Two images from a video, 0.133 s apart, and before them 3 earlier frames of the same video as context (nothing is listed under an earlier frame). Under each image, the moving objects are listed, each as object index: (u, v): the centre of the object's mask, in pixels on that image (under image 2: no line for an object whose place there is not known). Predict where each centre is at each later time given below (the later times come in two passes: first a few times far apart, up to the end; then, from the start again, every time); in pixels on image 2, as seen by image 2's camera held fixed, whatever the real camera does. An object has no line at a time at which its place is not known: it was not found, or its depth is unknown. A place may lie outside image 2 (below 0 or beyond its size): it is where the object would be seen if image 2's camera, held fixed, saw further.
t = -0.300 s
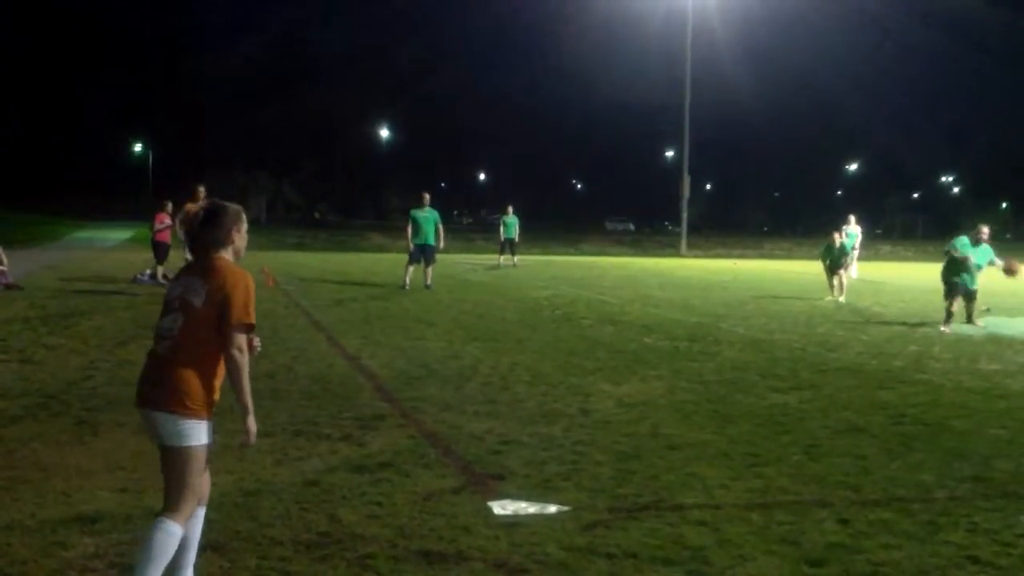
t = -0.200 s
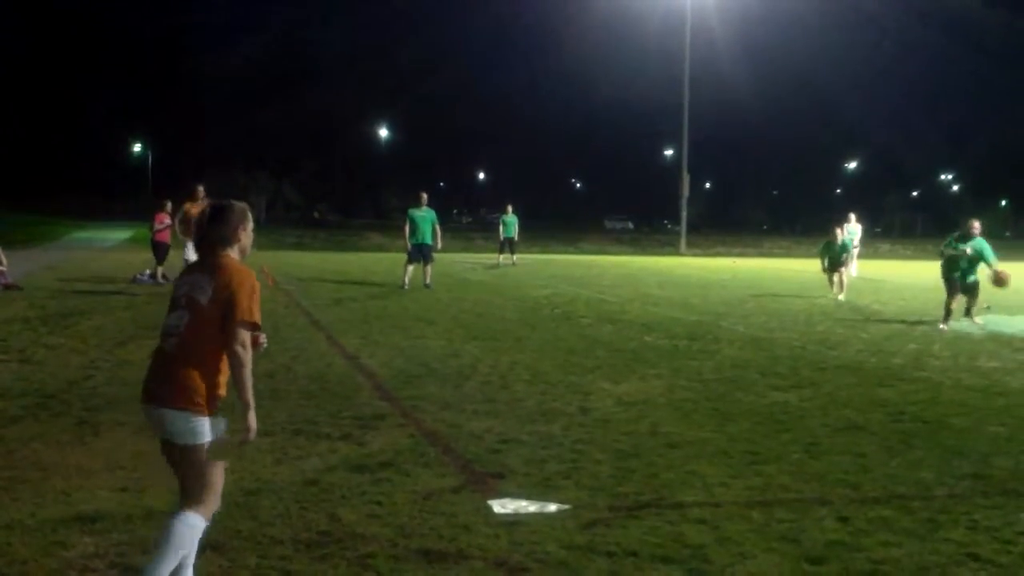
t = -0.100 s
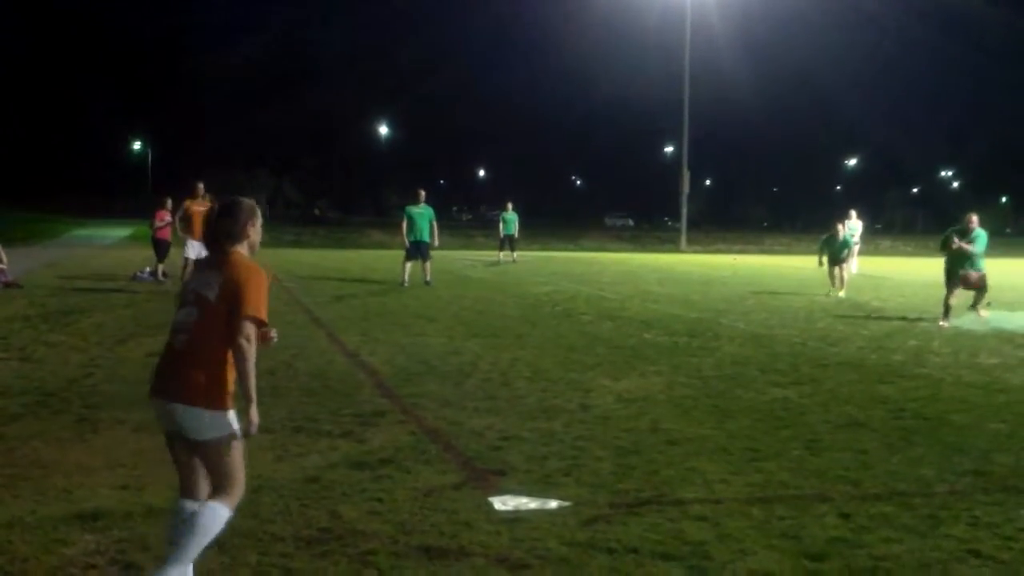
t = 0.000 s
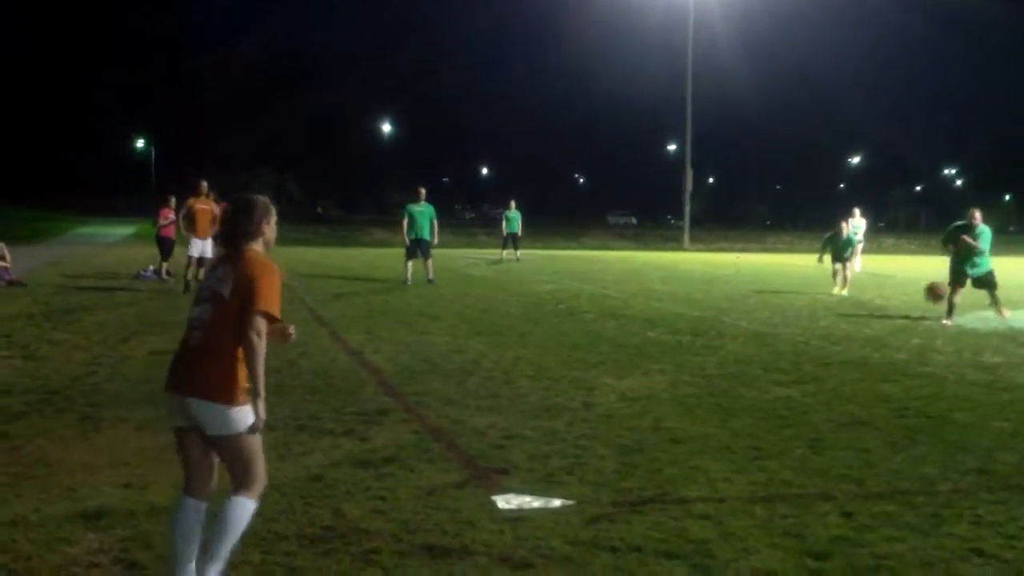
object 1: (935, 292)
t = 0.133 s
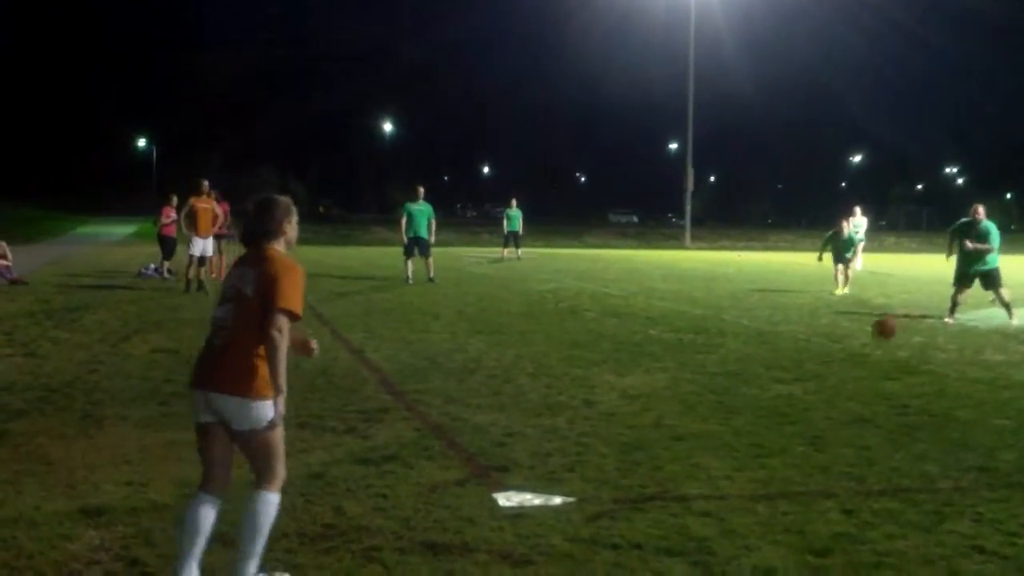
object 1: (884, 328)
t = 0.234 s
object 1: (846, 358)
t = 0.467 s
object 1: (802, 327)
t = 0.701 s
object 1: (743, 374)
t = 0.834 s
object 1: (702, 436)
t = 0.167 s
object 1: (870, 341)
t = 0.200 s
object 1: (857, 357)
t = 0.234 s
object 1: (846, 358)
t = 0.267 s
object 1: (841, 350)
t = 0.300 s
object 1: (836, 343)
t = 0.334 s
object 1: (829, 337)
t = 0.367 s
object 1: (823, 333)
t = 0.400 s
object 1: (816, 329)
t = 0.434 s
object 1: (808, 327)
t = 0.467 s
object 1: (802, 327)
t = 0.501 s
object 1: (794, 328)
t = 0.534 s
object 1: (786, 330)
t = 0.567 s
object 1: (778, 335)
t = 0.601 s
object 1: (769, 341)
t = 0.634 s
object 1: (761, 348)
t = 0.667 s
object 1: (751, 361)
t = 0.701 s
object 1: (743, 374)
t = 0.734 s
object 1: (732, 389)
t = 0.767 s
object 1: (722, 404)
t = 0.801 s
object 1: (711, 428)
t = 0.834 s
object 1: (702, 436)
